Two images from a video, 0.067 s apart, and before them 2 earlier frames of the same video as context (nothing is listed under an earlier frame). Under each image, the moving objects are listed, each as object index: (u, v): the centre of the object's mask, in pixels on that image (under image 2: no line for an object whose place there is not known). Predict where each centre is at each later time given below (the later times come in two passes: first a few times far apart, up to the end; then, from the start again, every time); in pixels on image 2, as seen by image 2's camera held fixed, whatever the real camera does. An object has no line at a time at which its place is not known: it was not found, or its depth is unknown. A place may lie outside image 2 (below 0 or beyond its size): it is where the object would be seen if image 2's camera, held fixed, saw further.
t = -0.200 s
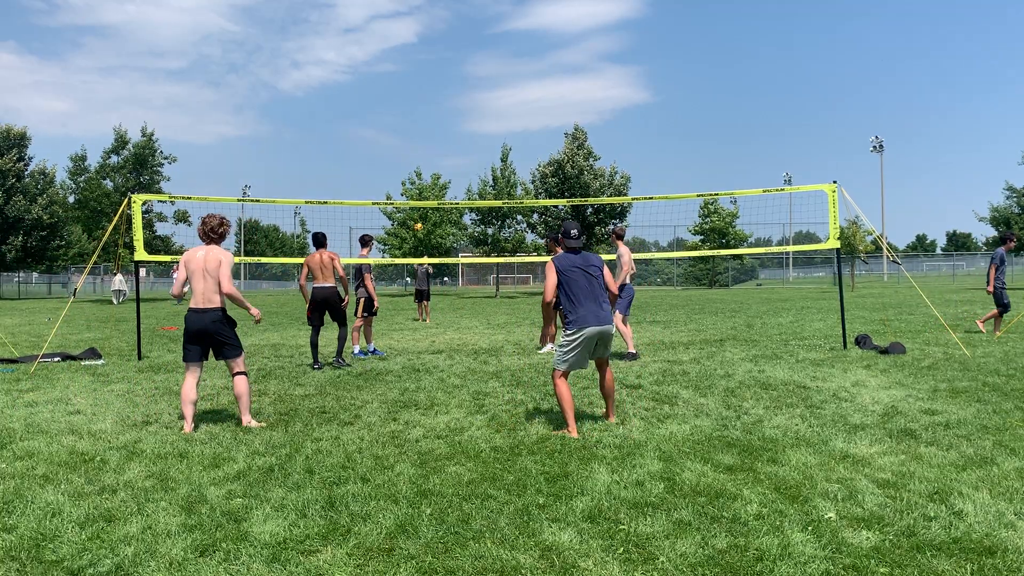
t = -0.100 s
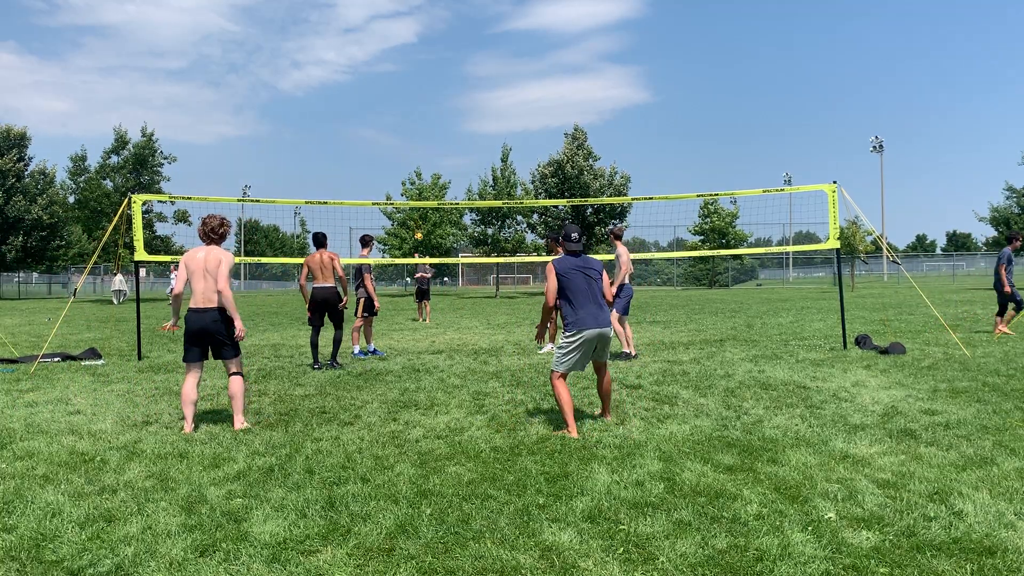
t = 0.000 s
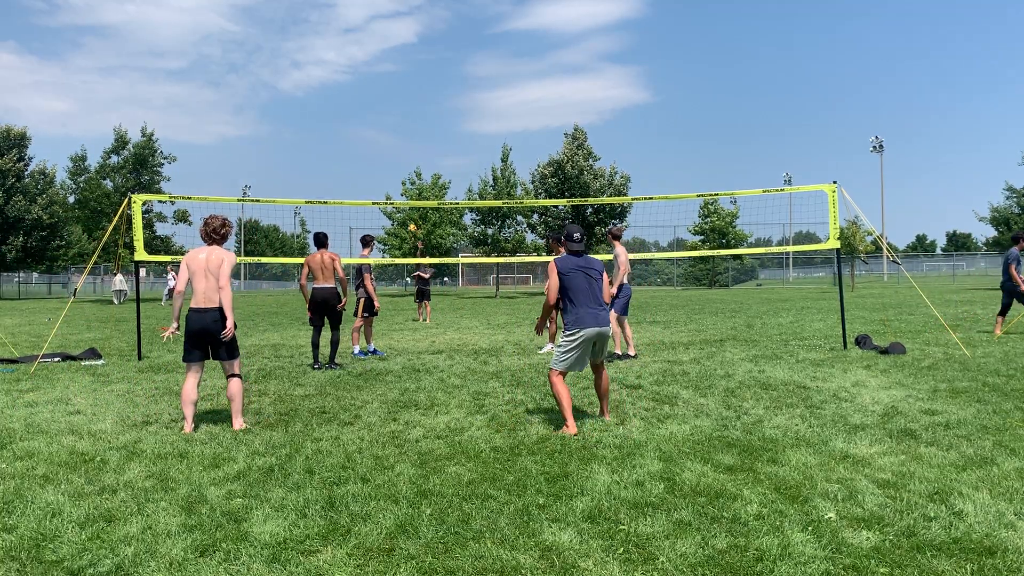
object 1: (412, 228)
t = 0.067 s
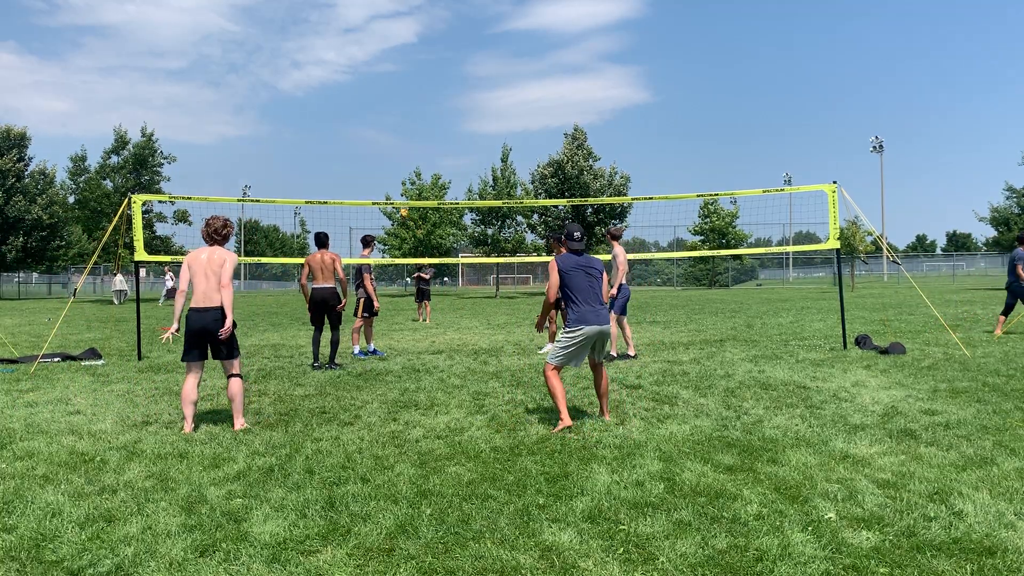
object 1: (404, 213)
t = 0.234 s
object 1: (381, 178)
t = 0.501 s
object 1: (329, 138)
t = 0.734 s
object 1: (261, 128)
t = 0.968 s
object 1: (165, 157)
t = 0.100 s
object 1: (398, 209)
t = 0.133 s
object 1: (396, 197)
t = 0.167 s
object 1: (391, 192)
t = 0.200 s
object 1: (386, 185)
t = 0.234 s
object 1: (381, 178)
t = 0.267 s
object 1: (376, 172)
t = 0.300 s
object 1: (371, 166)
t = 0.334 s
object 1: (365, 161)
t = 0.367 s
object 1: (359, 155)
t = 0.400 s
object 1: (352, 150)
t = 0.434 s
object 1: (345, 146)
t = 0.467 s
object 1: (337, 142)
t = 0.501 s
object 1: (329, 138)
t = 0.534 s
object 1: (320, 135)
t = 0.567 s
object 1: (312, 132)
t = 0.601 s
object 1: (302, 130)
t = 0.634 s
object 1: (293, 129)
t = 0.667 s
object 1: (282, 128)
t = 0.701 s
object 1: (272, 128)
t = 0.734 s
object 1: (261, 128)
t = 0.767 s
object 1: (249, 129)
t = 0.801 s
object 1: (237, 131)
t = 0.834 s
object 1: (224, 134)
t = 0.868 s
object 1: (211, 138)
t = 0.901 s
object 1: (196, 143)
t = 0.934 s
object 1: (180, 149)
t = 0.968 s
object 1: (165, 157)
